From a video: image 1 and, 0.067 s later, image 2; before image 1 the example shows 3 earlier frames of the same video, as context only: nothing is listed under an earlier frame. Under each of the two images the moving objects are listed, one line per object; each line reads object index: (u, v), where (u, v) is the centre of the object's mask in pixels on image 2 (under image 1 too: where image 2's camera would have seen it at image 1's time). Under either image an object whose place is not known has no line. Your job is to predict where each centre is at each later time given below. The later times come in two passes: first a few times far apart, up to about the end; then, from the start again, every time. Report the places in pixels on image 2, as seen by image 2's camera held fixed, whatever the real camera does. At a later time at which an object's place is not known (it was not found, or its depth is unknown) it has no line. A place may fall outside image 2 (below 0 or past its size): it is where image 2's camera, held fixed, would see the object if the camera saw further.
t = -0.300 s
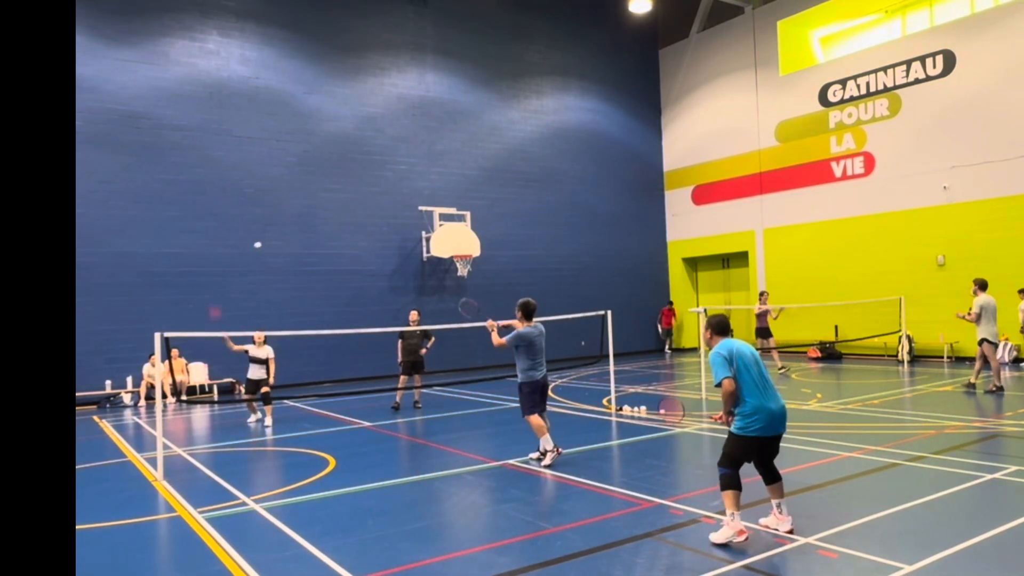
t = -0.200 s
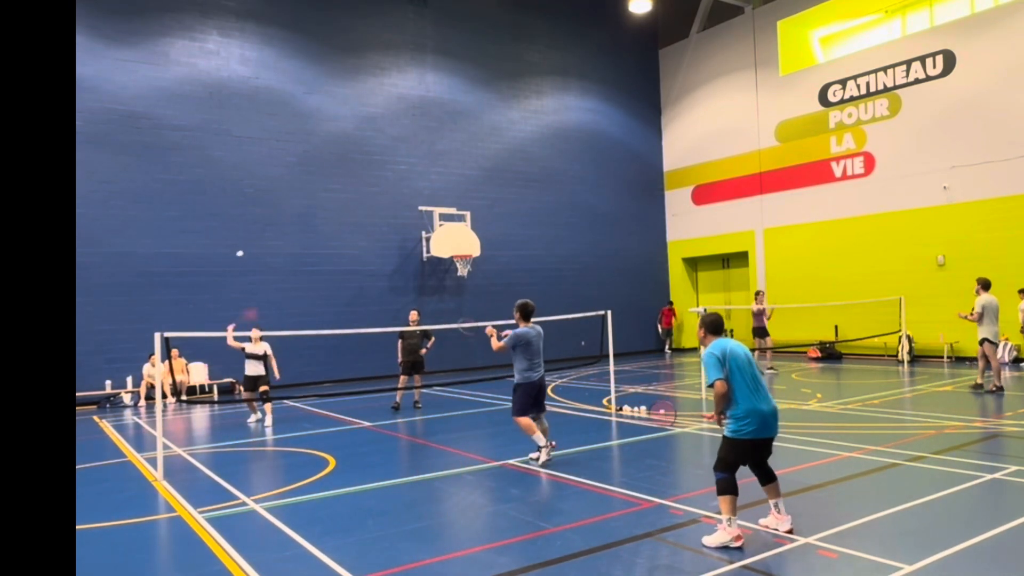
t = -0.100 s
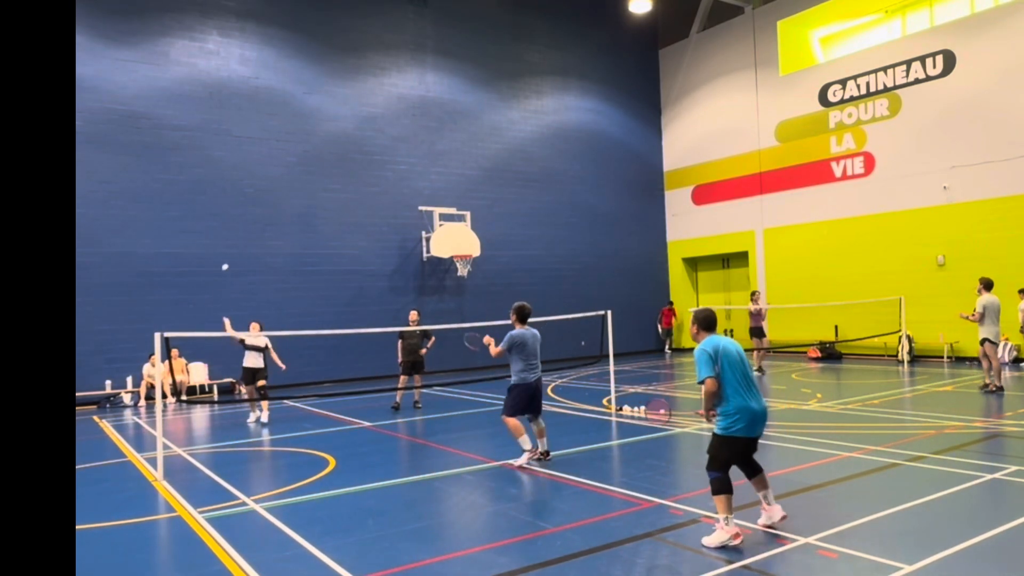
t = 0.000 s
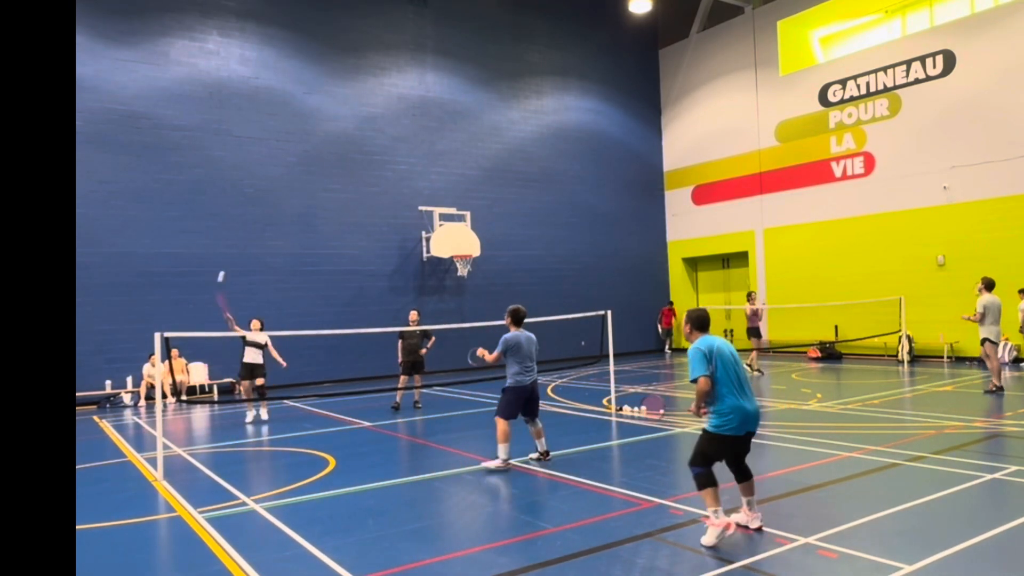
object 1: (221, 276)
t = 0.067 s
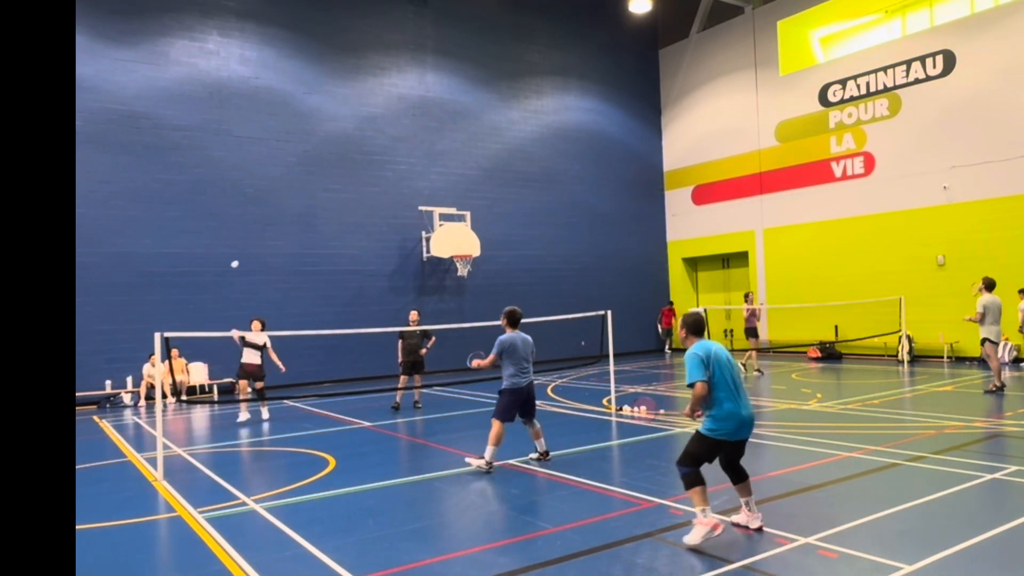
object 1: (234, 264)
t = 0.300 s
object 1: (276, 258)
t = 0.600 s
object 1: (328, 342)
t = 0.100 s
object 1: (240, 260)
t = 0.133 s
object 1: (246, 257)
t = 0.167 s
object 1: (253, 255)
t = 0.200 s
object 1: (259, 254)
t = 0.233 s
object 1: (264, 255)
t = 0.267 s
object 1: (270, 256)
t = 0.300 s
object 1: (276, 258)
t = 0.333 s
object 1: (282, 262)
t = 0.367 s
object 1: (287, 266)
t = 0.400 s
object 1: (293, 272)
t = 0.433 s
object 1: (299, 280)
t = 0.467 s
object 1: (304, 289)
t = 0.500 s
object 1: (310, 300)
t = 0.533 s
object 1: (316, 312)
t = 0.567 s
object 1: (322, 326)
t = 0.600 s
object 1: (328, 342)
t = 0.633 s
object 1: (333, 360)
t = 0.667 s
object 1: (340, 380)
